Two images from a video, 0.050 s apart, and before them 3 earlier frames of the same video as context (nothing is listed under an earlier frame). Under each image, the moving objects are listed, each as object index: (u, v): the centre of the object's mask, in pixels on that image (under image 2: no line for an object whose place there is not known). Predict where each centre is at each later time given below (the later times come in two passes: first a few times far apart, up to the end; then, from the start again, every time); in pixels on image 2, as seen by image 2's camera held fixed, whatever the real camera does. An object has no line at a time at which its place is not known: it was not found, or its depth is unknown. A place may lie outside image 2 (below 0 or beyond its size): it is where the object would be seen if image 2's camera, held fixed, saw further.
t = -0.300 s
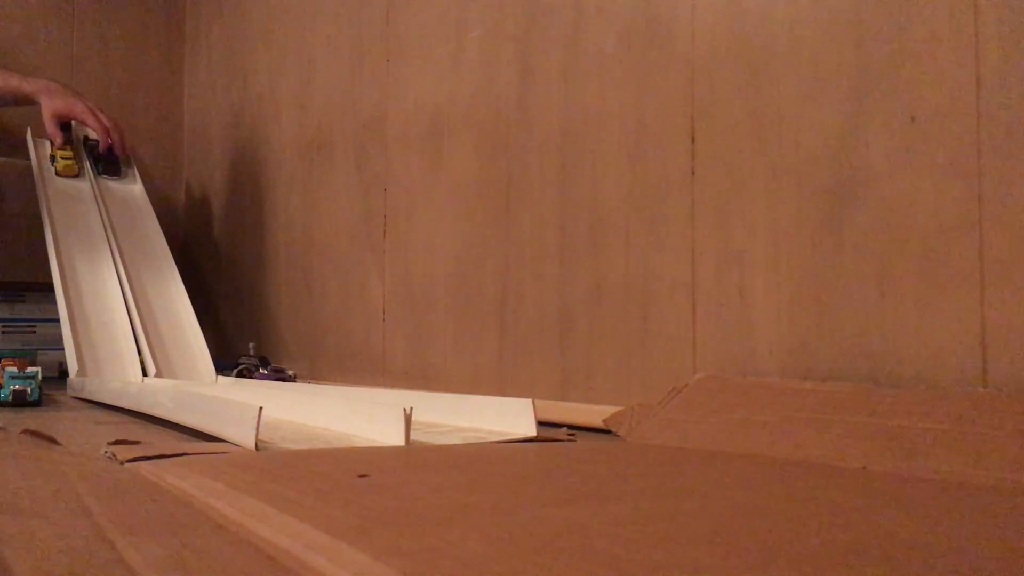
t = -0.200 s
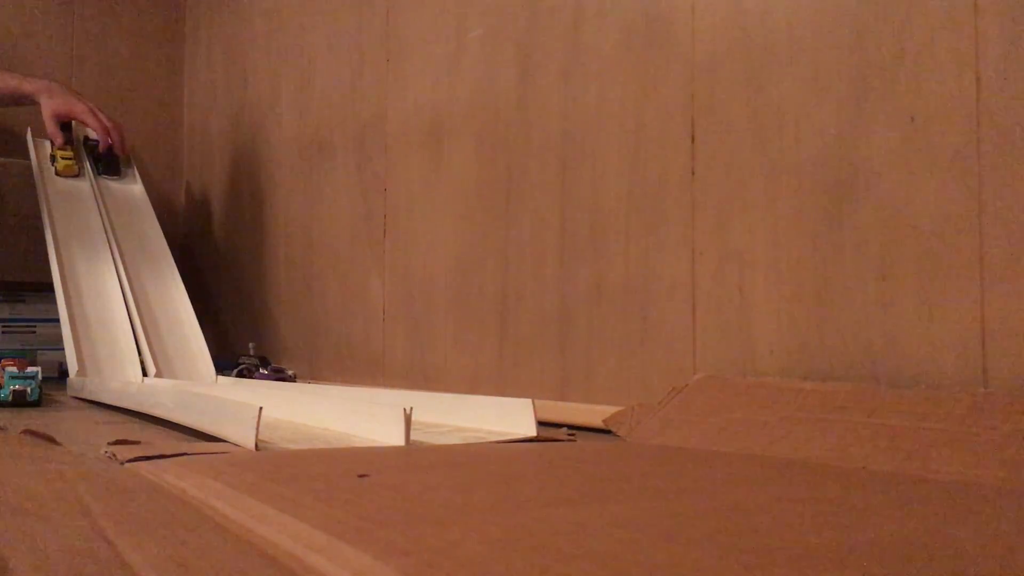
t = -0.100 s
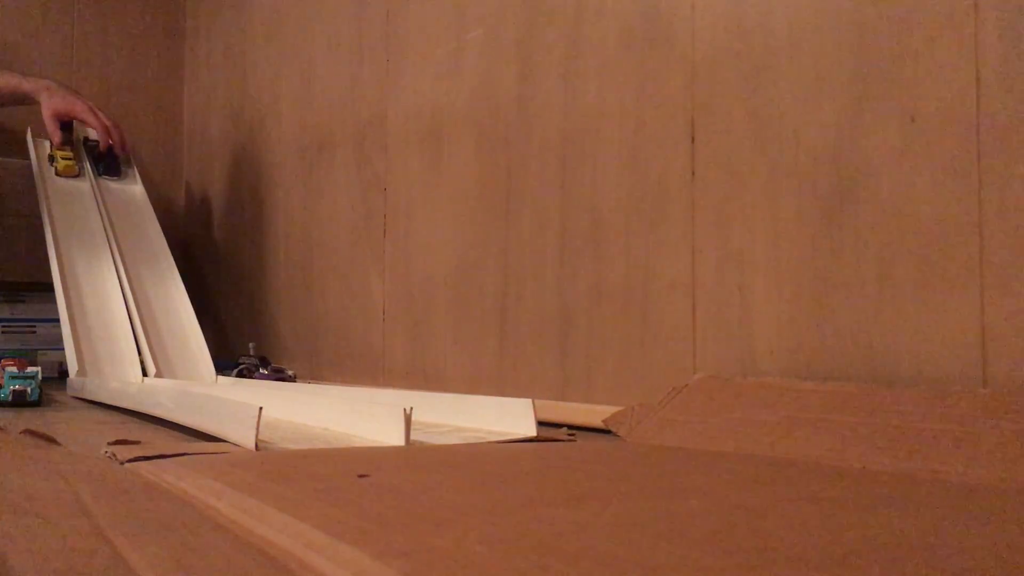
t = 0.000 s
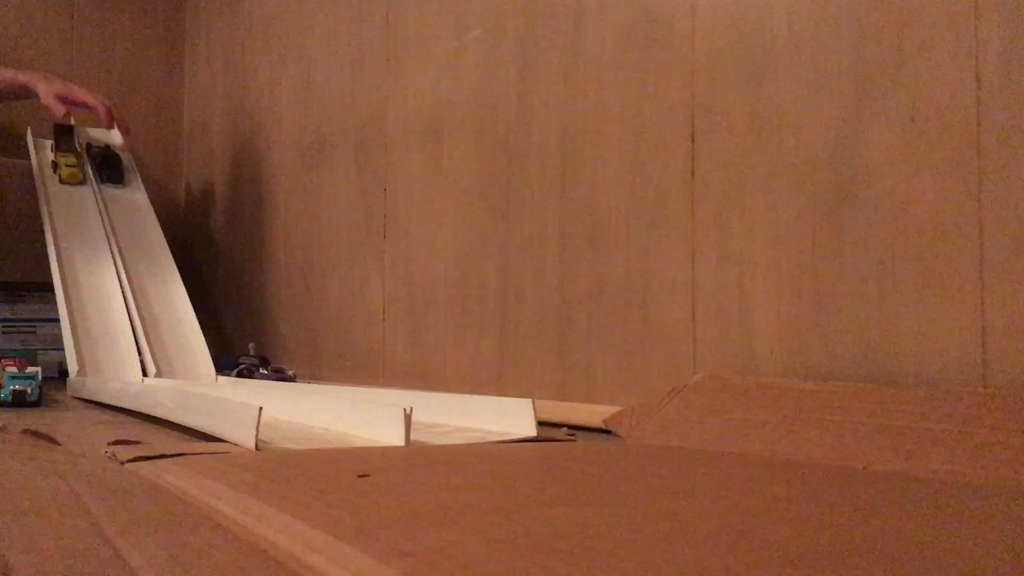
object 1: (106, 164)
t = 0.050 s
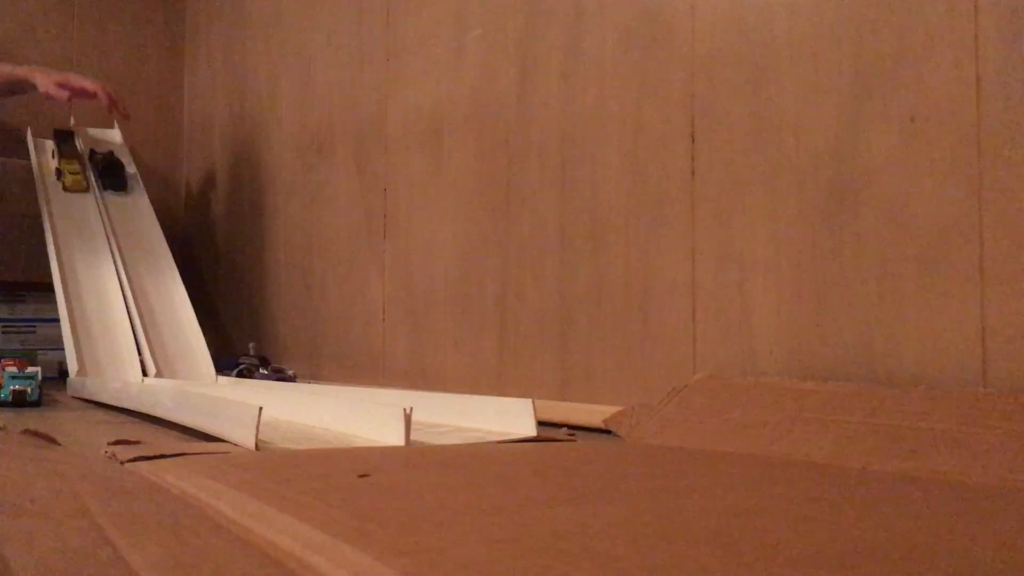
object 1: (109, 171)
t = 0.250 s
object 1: (135, 226)
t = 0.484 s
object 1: (203, 368)
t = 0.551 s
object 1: (229, 374)
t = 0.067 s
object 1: (110, 173)
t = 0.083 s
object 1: (111, 177)
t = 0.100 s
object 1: (113, 180)
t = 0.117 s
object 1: (115, 184)
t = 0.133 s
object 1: (117, 188)
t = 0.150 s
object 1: (119, 192)
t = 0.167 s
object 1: (121, 197)
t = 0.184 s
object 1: (124, 202)
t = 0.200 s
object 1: (127, 207)
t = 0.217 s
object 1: (129, 213)
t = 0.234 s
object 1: (132, 219)
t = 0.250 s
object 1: (135, 226)
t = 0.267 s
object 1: (140, 234)
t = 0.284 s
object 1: (143, 242)
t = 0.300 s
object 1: (147, 251)
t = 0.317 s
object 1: (153, 260)
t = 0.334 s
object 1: (157, 271)
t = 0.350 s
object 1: (162, 281)
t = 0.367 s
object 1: (167, 293)
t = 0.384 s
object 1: (172, 305)
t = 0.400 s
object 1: (178, 319)
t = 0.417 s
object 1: (183, 334)
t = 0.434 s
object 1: (188, 347)
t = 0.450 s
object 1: (193, 355)
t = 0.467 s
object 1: (198, 361)
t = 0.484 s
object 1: (203, 368)
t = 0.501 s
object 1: (210, 374)
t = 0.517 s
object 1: (215, 375)
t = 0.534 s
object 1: (220, 374)
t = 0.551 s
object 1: (229, 374)
